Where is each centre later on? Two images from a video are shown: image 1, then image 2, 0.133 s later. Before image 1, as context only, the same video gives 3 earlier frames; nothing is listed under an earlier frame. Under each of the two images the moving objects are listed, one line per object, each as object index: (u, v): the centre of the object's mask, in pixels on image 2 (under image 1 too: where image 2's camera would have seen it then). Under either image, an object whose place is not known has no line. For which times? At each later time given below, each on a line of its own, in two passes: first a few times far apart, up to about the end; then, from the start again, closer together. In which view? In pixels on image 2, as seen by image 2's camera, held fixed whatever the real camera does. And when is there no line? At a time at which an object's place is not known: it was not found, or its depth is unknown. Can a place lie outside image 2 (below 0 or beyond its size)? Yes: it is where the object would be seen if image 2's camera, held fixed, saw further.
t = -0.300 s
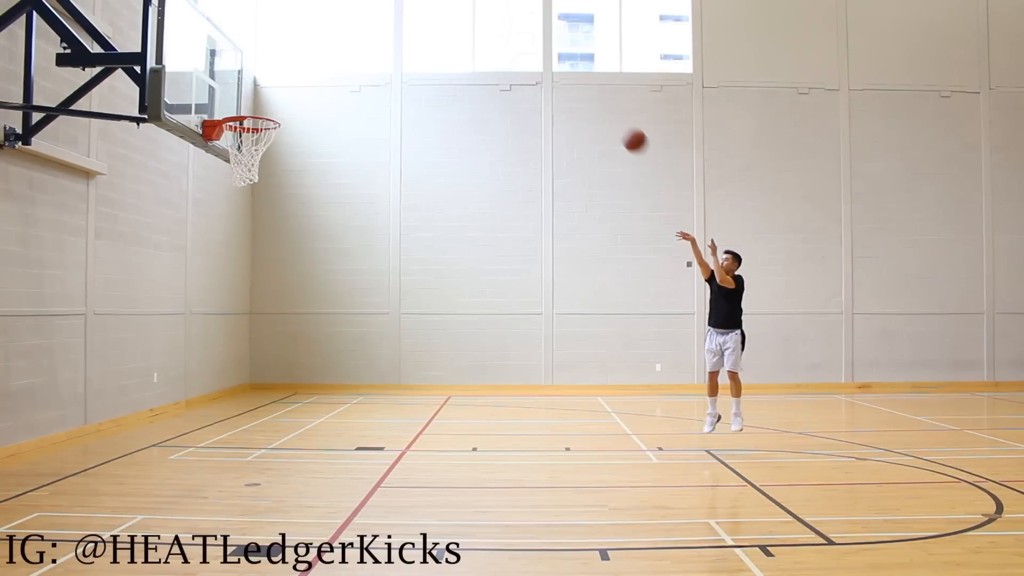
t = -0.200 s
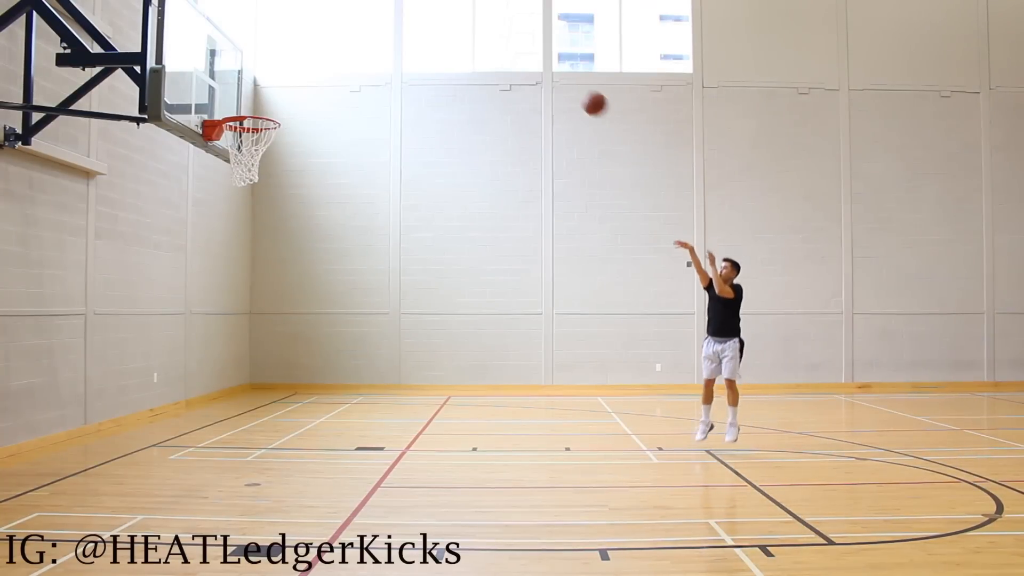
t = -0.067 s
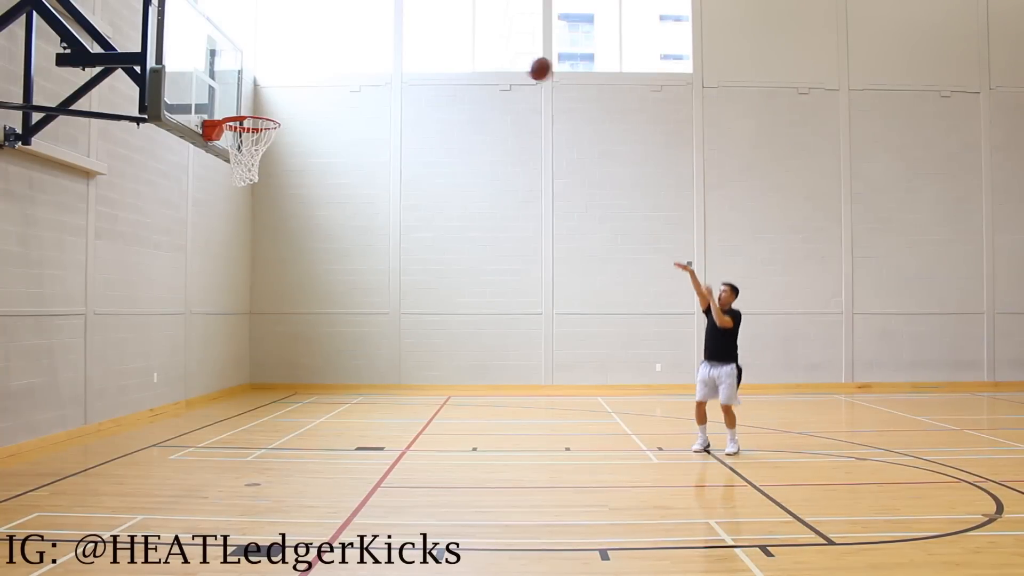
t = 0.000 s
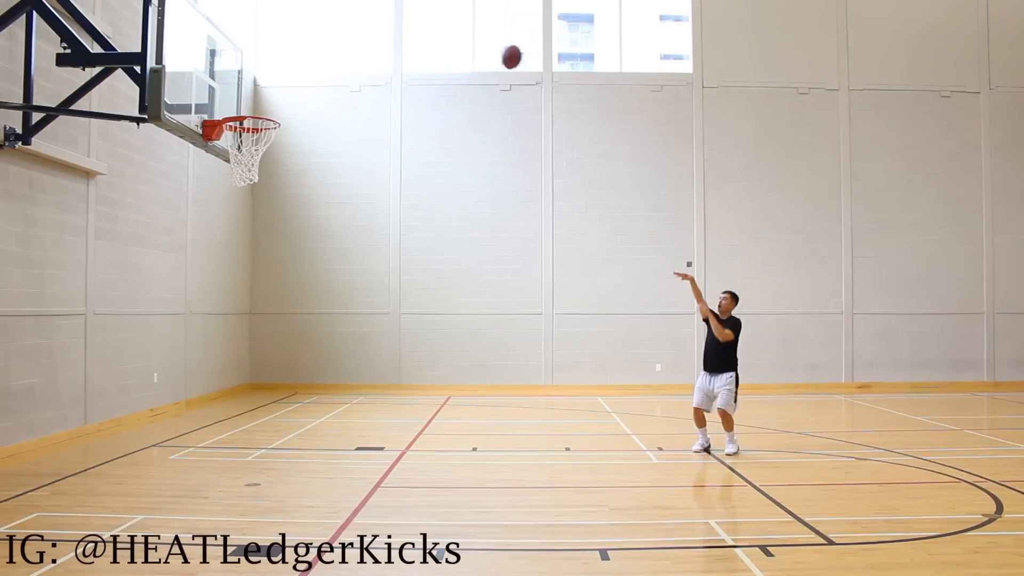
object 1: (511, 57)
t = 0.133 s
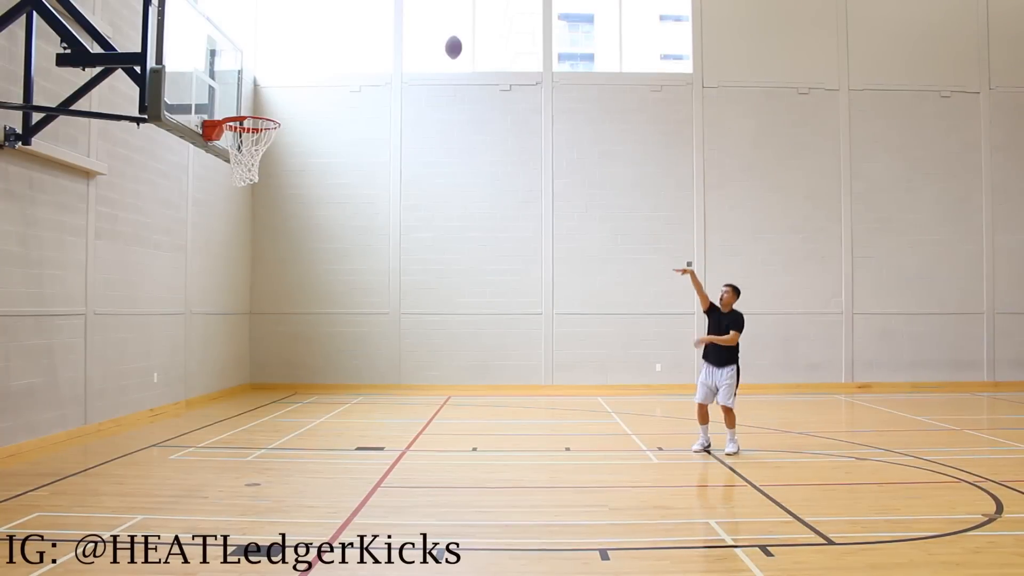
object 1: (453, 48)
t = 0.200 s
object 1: (423, 49)
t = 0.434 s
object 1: (313, 95)
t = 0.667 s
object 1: (334, 87)
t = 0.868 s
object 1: (388, 97)
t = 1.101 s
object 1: (450, 165)
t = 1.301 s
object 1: (502, 273)
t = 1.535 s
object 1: (562, 452)
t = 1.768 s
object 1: (586, 344)
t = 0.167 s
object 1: (438, 48)
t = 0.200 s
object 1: (423, 49)
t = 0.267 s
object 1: (394, 56)
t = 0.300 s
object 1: (377, 62)
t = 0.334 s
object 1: (361, 69)
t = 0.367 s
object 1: (345, 76)
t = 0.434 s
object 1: (313, 95)
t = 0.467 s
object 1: (297, 108)
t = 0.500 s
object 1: (289, 114)
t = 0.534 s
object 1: (298, 106)
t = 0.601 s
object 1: (316, 94)
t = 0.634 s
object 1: (326, 90)
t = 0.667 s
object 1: (334, 87)
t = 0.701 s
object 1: (343, 86)
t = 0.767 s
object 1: (361, 87)
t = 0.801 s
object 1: (370, 89)
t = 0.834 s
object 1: (379, 92)
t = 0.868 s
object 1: (388, 97)
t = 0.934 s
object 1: (406, 110)
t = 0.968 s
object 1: (415, 118)
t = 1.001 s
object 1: (424, 128)
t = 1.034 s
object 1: (432, 139)
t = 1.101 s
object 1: (450, 165)
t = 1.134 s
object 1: (459, 180)
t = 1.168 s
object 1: (467, 196)
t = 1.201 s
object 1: (476, 213)
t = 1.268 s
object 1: (494, 252)
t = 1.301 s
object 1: (502, 273)
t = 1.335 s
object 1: (511, 296)
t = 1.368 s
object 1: (519, 318)
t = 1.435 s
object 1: (537, 369)
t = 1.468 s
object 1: (546, 396)
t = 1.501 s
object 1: (554, 423)
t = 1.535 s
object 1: (562, 452)
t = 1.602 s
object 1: (571, 436)
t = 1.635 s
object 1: (574, 415)
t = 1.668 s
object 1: (577, 396)
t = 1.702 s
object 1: (580, 377)
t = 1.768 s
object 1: (586, 344)
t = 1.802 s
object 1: (588, 329)
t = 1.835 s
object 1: (591, 316)
